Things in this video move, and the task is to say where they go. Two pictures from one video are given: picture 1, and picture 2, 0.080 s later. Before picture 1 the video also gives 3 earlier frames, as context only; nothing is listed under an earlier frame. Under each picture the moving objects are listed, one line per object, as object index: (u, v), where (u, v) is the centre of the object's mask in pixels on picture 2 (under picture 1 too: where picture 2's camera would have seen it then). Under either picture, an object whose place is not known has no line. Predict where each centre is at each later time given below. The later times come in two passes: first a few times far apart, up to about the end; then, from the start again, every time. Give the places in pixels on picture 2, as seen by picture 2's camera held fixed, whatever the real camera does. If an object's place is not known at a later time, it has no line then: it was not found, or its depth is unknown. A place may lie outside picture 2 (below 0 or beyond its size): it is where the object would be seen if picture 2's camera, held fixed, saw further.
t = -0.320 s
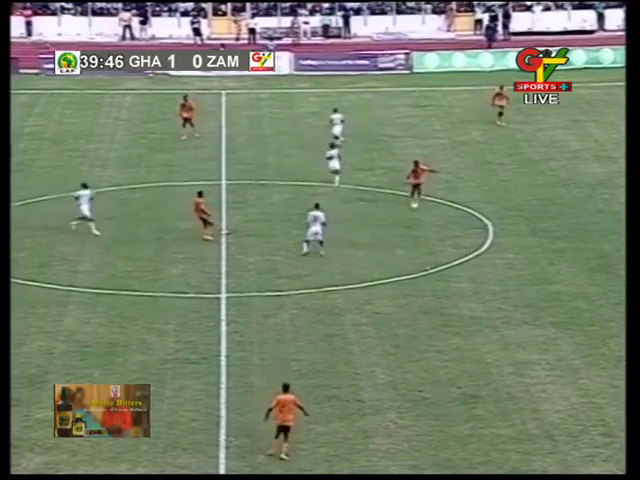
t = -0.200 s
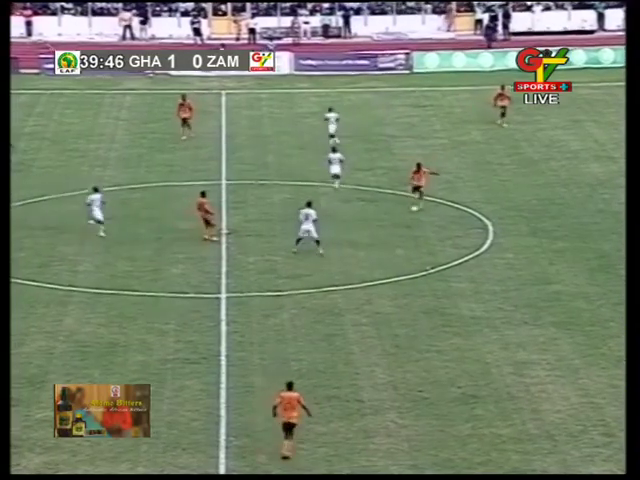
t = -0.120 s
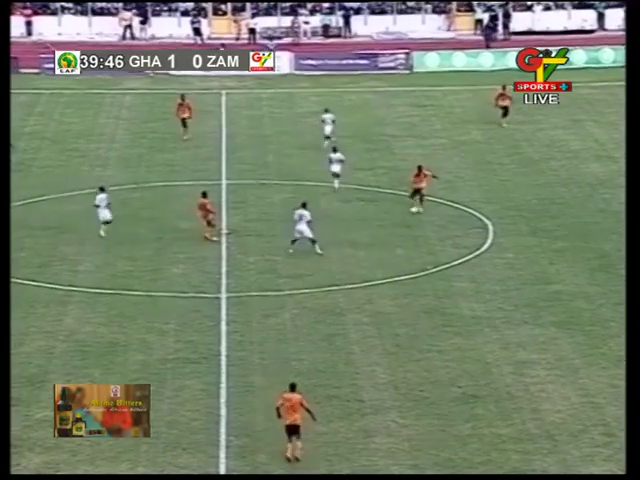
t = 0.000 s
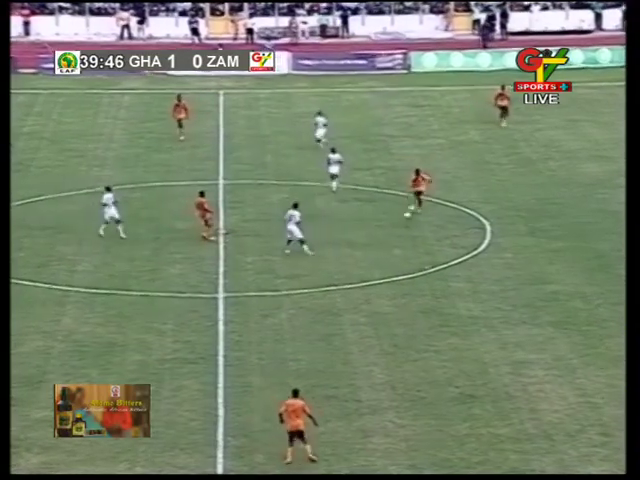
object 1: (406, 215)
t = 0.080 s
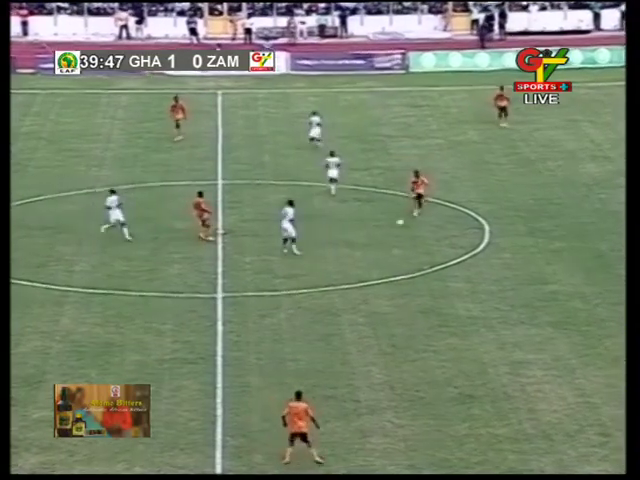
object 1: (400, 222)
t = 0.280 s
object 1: (394, 249)
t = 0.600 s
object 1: (397, 302)
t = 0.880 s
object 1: (407, 337)
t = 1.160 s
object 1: (419, 374)
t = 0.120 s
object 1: (398, 226)
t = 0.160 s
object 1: (397, 231)
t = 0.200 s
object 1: (395, 236)
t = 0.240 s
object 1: (395, 243)
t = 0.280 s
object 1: (394, 249)
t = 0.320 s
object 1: (398, 257)
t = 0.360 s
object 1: (398, 263)
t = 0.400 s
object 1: (395, 271)
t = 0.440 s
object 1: (395, 281)
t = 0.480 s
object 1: (396, 290)
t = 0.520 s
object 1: (396, 298)
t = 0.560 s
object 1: (396, 300)
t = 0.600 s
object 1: (397, 302)
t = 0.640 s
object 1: (398, 305)
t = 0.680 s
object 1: (399, 308)
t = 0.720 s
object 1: (401, 312)
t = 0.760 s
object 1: (402, 317)
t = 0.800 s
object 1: (403, 323)
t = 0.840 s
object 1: (405, 330)
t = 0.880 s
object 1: (407, 337)
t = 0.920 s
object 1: (408, 346)
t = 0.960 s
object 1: (410, 355)
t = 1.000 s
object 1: (412, 363)
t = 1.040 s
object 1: (413, 365)
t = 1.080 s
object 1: (414, 367)
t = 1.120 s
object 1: (417, 370)
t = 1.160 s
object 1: (419, 374)
